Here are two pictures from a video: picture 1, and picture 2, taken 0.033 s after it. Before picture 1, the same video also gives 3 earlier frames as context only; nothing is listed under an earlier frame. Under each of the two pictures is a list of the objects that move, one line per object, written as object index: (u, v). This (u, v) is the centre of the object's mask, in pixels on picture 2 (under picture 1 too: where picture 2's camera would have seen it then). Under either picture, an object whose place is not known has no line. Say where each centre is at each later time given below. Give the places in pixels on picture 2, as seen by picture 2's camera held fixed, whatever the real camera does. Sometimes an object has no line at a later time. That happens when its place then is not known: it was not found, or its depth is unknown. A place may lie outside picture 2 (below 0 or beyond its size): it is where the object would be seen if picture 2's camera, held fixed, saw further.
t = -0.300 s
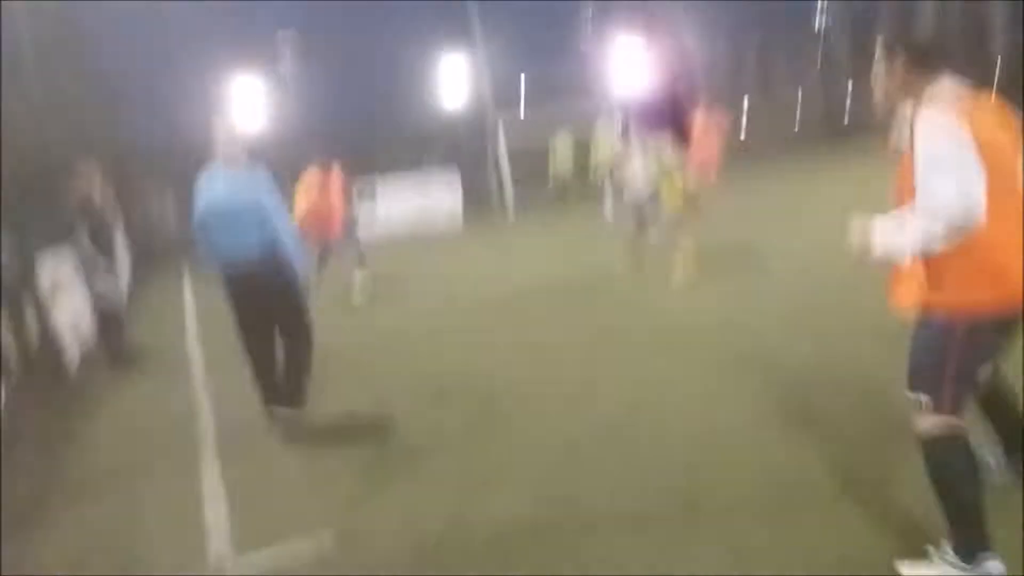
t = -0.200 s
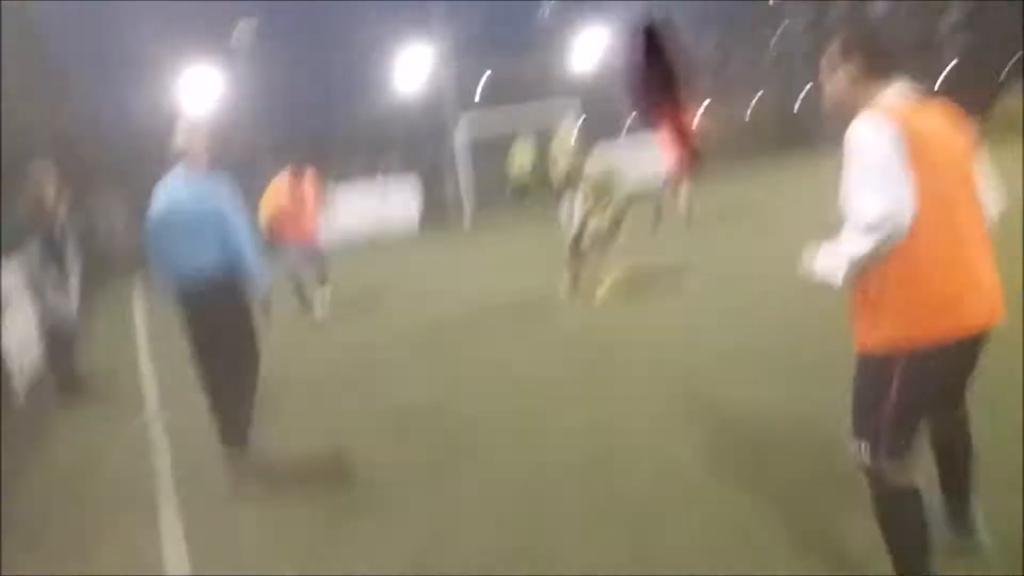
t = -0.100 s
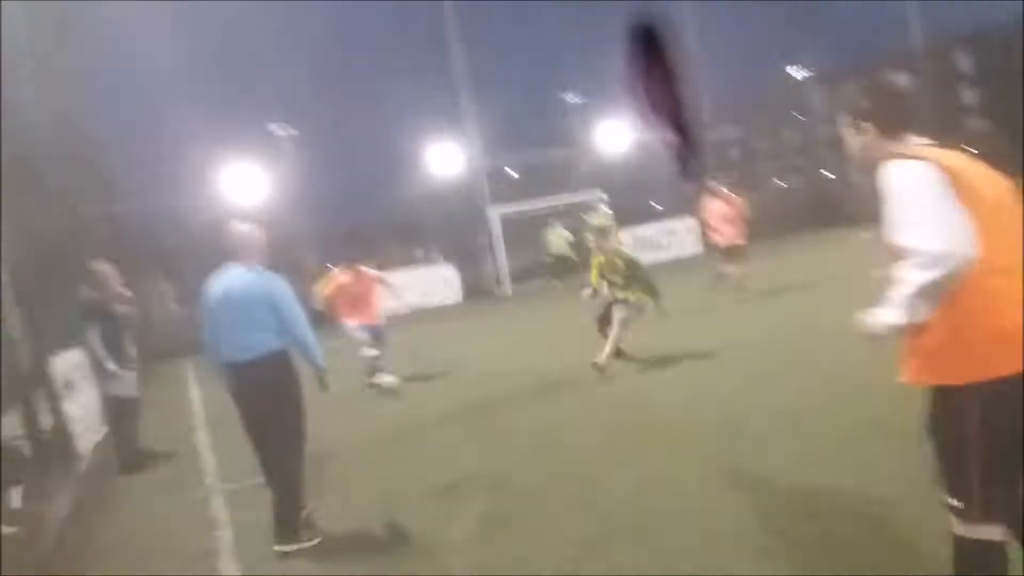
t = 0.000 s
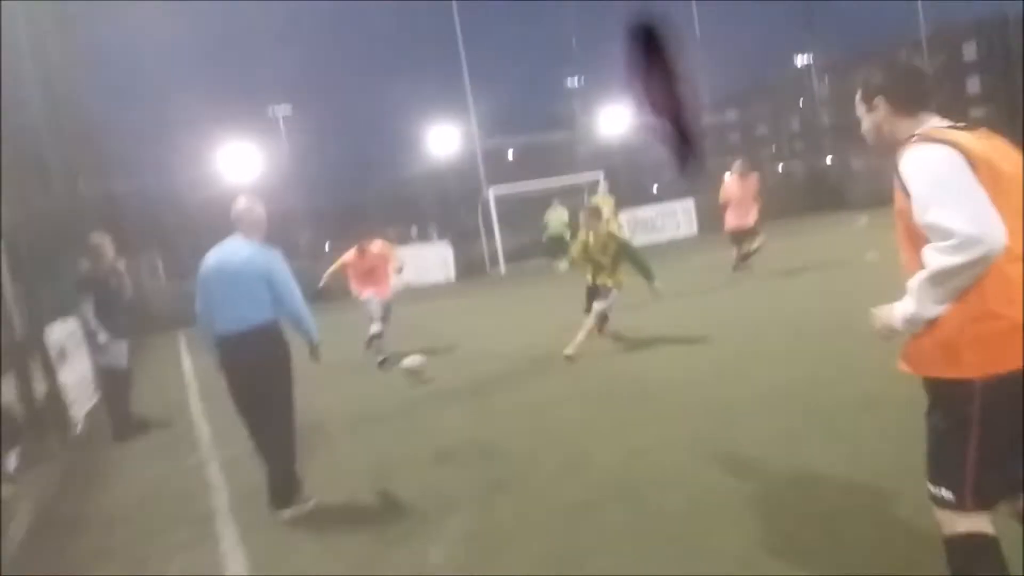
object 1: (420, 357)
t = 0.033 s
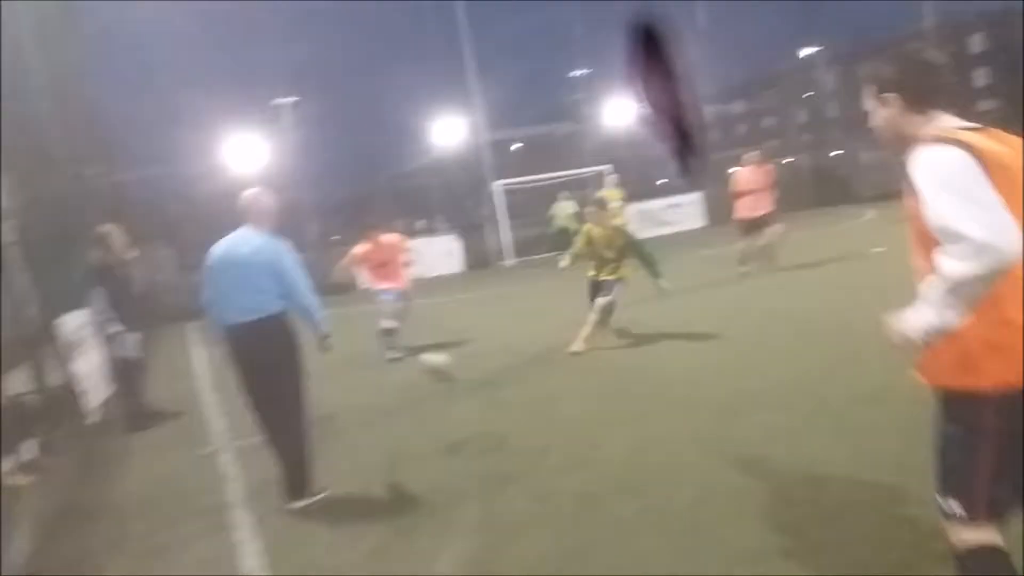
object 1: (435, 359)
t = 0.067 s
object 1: (446, 369)
